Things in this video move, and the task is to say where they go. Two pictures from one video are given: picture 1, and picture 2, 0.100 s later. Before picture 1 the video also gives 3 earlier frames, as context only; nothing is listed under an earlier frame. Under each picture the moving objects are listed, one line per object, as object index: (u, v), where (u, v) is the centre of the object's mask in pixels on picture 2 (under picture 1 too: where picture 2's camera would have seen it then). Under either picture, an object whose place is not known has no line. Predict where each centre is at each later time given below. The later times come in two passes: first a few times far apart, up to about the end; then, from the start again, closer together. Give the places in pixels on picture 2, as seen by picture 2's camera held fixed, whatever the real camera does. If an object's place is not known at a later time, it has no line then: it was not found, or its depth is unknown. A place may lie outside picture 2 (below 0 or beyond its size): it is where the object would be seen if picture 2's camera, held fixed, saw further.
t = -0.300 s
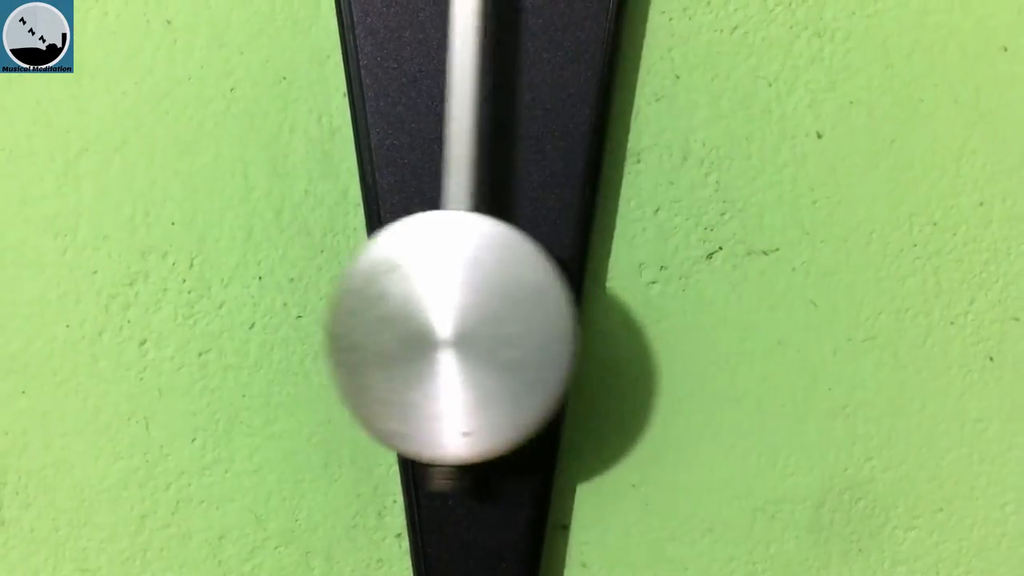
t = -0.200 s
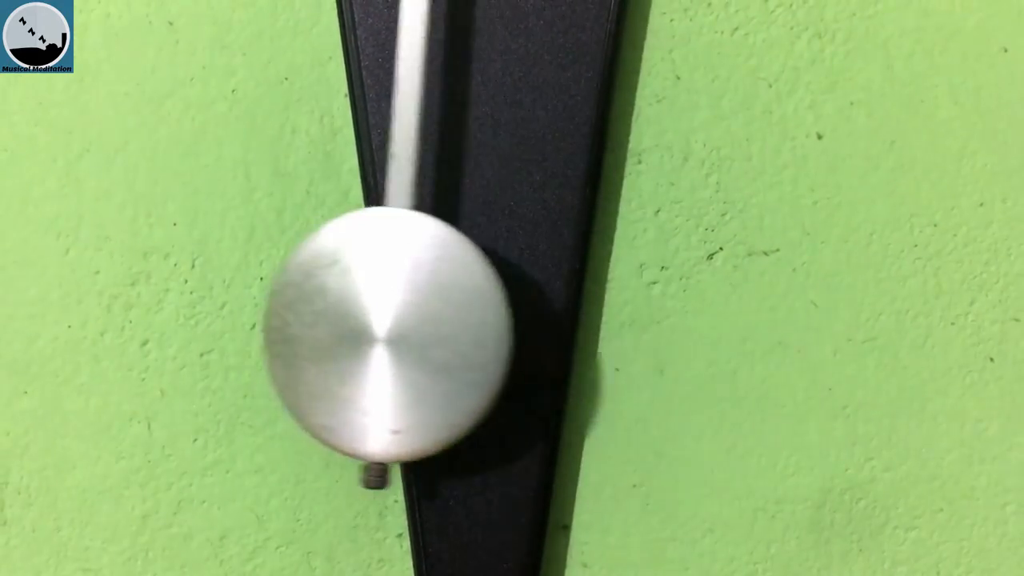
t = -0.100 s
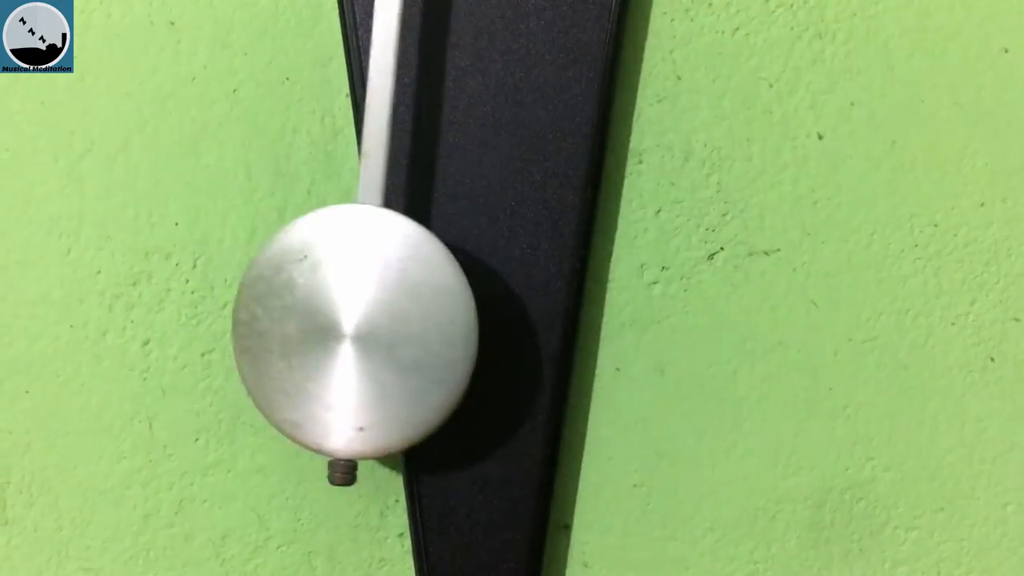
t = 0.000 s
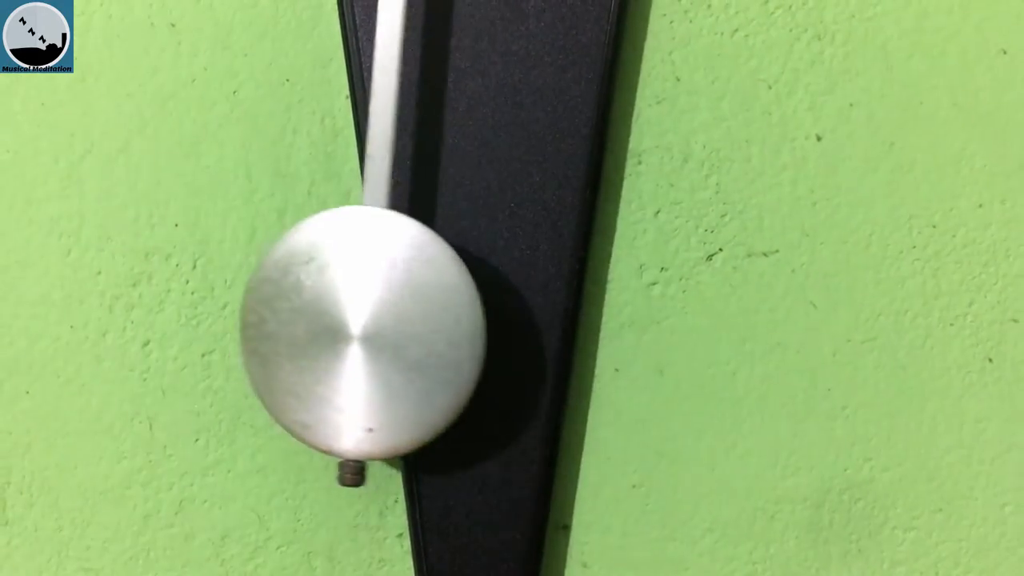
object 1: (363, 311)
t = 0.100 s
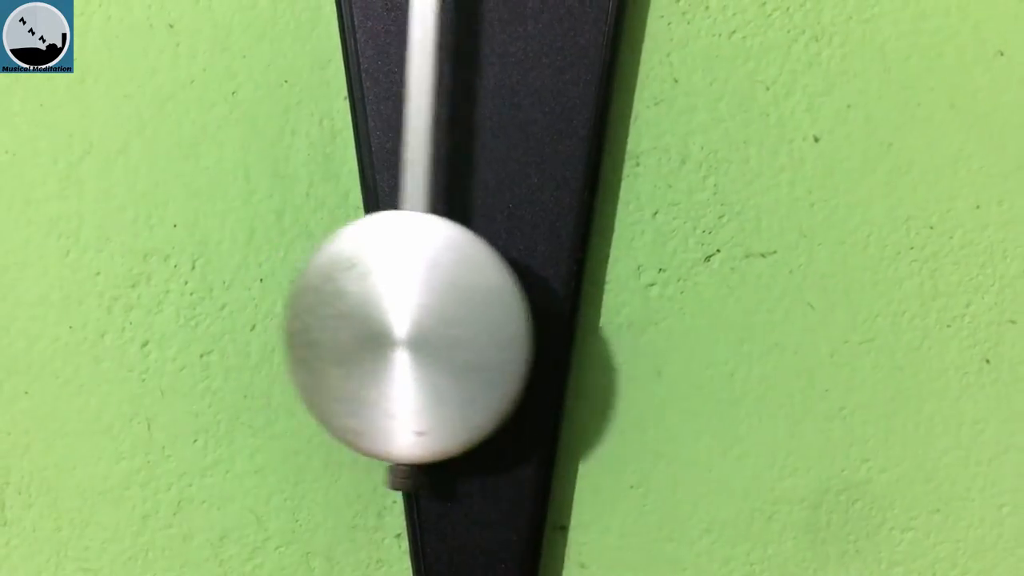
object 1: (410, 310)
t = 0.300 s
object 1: (557, 309)
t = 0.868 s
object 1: (461, 308)
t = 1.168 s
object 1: (355, 310)
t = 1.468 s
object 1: (552, 310)
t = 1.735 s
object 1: (653, 308)
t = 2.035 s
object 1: (468, 309)
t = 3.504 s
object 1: (346, 308)
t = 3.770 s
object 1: (507, 309)
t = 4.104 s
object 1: (647, 309)
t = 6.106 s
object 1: (491, 310)
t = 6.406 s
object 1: (652, 310)
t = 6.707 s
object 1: (493, 308)
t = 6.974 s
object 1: (344, 308)
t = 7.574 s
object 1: (651, 309)
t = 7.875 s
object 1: (497, 307)
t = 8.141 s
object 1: (349, 306)
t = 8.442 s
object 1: (480, 309)
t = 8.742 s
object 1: (646, 307)
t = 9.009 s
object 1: (529, 306)
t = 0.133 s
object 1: (432, 310)
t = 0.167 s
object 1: (456, 308)
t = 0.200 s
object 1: (481, 309)
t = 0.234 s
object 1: (506, 310)
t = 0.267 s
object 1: (531, 310)
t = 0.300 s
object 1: (557, 309)
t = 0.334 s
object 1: (580, 309)
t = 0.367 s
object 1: (601, 309)
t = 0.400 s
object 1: (619, 308)
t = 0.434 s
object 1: (633, 308)
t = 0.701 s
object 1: (586, 309)
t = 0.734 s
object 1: (564, 308)
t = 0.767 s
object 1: (538, 309)
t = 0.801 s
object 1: (512, 309)
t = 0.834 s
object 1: (488, 308)
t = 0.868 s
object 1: (461, 308)
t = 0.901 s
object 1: (436, 308)
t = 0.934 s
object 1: (412, 309)
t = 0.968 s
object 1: (391, 309)
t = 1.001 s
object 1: (374, 309)
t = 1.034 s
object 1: (360, 309)
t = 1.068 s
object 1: (352, 309)
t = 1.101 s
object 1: (348, 310)
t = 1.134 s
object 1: (349, 310)
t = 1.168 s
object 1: (355, 310)
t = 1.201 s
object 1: (366, 309)
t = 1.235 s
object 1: (382, 308)
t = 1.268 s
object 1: (400, 309)
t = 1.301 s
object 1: (423, 310)
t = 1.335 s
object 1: (447, 309)
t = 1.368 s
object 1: (472, 308)
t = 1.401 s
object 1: (499, 309)
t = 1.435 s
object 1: (525, 309)
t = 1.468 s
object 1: (552, 310)
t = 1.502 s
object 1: (576, 307)
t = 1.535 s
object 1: (599, 308)
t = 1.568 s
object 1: (619, 307)
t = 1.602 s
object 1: (634, 307)
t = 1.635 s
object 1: (646, 307)
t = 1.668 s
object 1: (654, 307)
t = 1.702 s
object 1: (656, 307)
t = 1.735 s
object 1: (653, 308)
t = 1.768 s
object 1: (645, 308)
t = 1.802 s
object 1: (633, 309)
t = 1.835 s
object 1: (617, 309)
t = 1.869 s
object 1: (596, 309)
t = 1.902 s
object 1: (573, 309)
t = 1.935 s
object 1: (548, 309)
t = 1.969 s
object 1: (521, 310)
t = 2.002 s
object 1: (495, 309)
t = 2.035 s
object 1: (468, 309)
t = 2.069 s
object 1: (442, 309)
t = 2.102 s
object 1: (417, 308)
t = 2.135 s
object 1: (393, 310)
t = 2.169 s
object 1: (373, 310)
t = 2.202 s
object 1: (358, 310)
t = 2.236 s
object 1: (346, 311)
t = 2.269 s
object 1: (340, 311)
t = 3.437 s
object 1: (344, 308)
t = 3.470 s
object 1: (342, 309)
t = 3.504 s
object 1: (346, 308)
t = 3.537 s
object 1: (355, 309)
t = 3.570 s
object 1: (368, 308)
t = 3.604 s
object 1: (385, 307)
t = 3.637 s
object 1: (406, 307)
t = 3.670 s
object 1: (429, 308)
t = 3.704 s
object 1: (454, 309)
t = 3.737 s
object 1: (481, 310)
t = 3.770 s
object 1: (507, 309)
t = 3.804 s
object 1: (535, 309)
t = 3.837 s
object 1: (560, 309)
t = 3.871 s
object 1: (585, 309)
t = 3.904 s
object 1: (606, 309)
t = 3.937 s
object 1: (624, 309)
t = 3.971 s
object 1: (639, 309)
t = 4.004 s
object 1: (649, 309)
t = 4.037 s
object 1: (653, 309)
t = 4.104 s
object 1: (647, 309)
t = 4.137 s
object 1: (637, 310)
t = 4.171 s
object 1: (622, 309)
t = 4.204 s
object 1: (603, 308)
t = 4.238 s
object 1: (580, 308)
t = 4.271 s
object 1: (556, 308)
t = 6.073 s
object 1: (464, 310)
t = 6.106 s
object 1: (491, 310)
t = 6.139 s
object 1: (517, 311)
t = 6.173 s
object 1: (544, 311)
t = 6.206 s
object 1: (569, 310)
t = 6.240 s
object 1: (593, 309)
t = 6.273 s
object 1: (612, 309)
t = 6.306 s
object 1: (629, 310)
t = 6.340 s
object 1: (642, 310)
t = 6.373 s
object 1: (649, 310)
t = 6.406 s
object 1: (652, 310)
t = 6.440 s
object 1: (650, 310)
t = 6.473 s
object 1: (642, 310)
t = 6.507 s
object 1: (630, 311)
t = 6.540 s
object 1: (613, 310)
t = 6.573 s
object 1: (593, 310)
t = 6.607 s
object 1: (570, 310)
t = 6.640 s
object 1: (545, 310)
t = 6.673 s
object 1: (519, 311)
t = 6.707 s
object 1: (493, 308)
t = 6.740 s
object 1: (466, 308)
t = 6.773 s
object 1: (441, 308)
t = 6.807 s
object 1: (416, 307)
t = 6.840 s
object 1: (393, 308)
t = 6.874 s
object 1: (374, 308)
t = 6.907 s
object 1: (360, 307)
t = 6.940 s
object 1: (349, 307)
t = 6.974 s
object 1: (344, 308)
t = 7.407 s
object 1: (588, 309)
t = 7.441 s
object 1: (609, 309)
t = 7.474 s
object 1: (626, 309)
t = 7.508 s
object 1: (639, 309)
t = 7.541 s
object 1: (648, 310)
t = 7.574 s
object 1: (651, 309)
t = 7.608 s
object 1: (649, 309)
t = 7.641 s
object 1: (642, 309)
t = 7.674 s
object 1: (630, 309)
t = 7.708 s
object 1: (614, 310)
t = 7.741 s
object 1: (595, 309)
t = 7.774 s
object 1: (572, 309)
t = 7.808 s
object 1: (548, 309)
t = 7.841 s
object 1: (522, 309)
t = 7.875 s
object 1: (497, 307)
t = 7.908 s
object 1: (472, 307)
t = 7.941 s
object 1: (447, 306)
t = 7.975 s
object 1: (423, 305)
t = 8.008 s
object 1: (402, 303)
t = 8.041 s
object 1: (382, 304)
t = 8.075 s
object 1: (367, 305)
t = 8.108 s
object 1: (356, 306)
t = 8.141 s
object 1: (349, 306)
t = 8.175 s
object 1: (347, 307)
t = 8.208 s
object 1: (350, 308)
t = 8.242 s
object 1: (358, 308)
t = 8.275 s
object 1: (371, 308)
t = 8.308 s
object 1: (387, 309)
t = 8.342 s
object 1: (407, 310)
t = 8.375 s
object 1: (430, 310)
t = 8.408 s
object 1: (455, 309)
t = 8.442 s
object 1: (480, 309)
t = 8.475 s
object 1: (506, 311)
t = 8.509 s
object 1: (531, 310)
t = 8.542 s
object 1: (557, 309)
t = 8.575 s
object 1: (580, 310)
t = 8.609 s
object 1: (601, 309)
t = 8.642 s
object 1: (620, 308)
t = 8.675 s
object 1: (633, 308)
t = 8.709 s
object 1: (642, 308)
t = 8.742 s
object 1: (646, 307)
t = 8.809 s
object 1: (641, 307)
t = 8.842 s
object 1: (630, 307)
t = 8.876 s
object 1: (616, 306)
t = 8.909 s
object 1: (598, 305)
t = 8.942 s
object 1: (577, 306)
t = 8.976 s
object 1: (553, 306)
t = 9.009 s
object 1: (529, 306)
